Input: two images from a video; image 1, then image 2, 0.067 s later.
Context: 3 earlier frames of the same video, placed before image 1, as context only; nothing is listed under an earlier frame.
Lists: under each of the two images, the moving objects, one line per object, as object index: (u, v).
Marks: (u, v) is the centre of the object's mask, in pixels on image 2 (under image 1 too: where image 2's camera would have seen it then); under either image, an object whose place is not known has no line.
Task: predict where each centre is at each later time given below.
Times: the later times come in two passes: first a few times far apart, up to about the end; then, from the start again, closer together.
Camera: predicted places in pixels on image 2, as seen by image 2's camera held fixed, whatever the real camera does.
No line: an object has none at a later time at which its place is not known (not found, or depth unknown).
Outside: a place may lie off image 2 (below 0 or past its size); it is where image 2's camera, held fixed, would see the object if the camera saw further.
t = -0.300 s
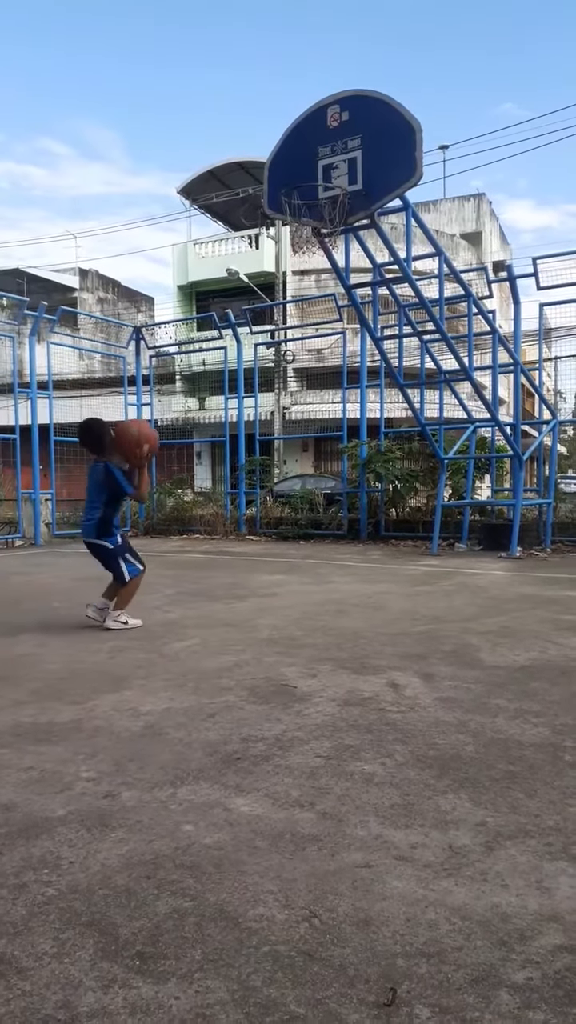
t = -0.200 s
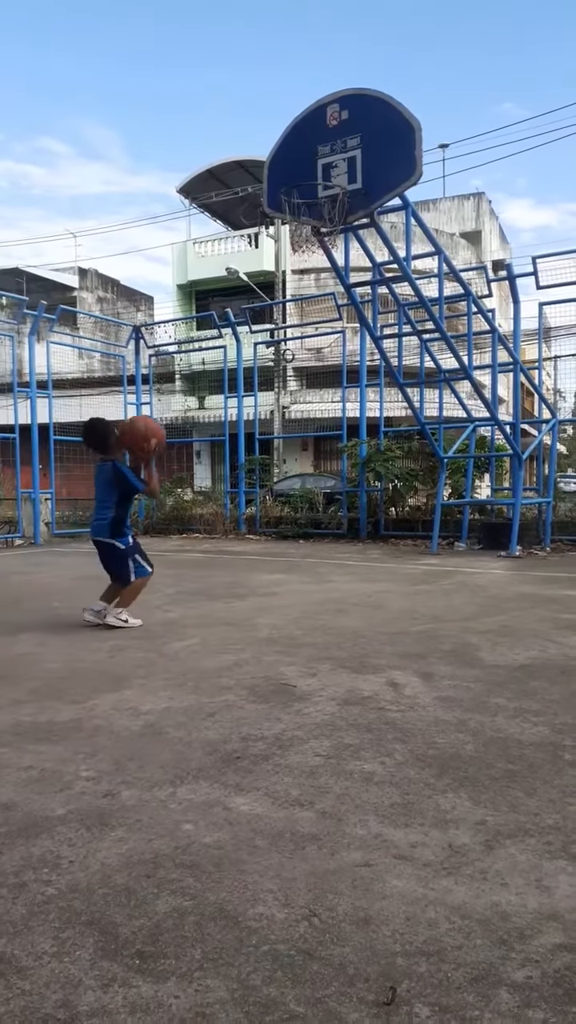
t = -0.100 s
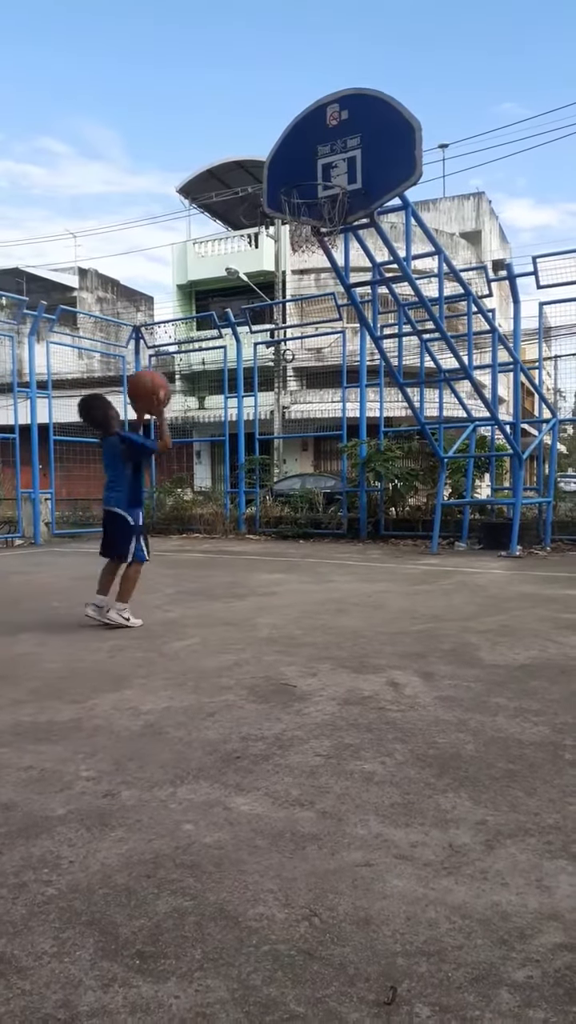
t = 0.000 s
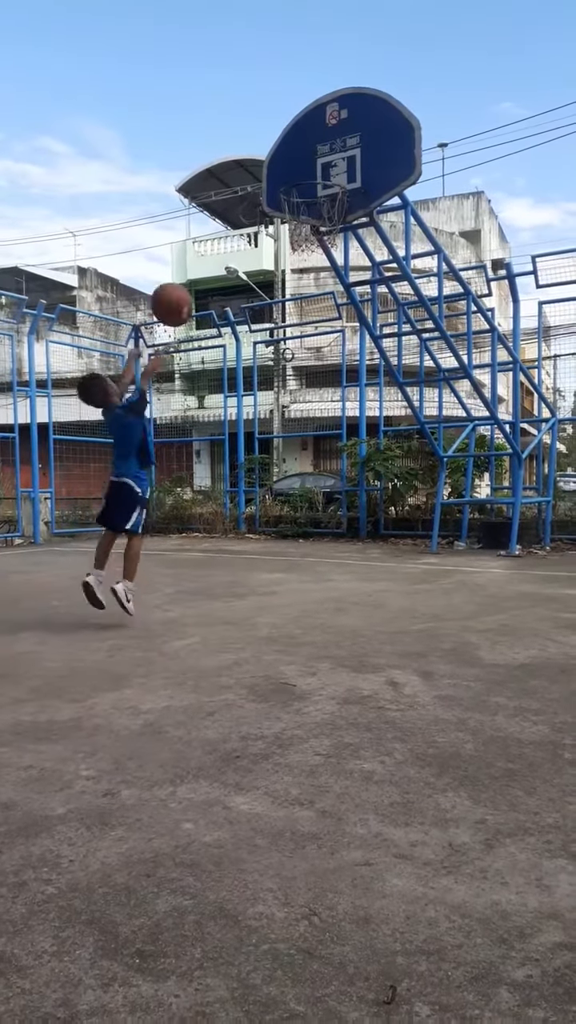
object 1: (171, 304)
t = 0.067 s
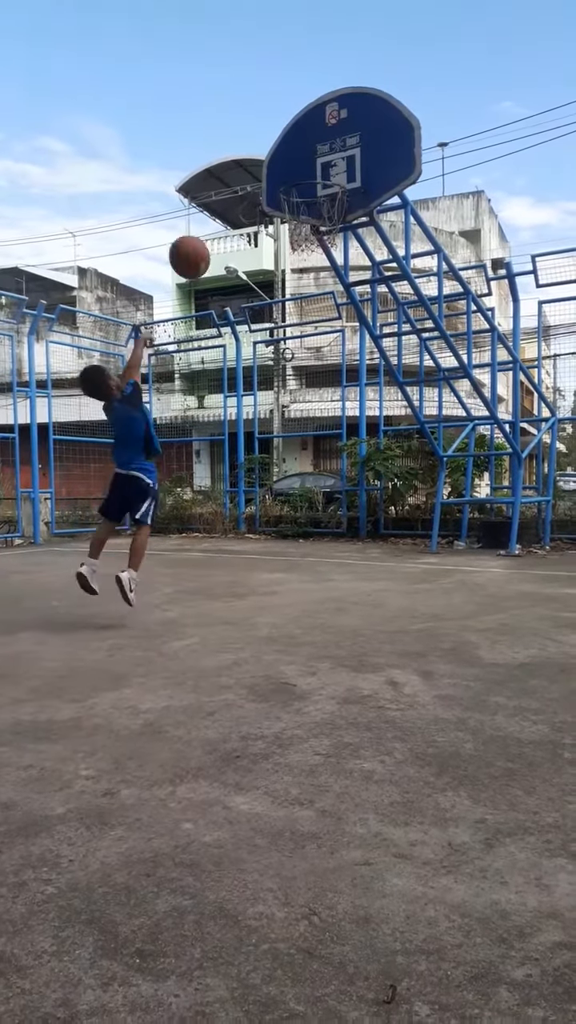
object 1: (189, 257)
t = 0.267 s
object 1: (238, 170)
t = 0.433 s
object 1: (271, 152)
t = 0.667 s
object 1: (313, 191)
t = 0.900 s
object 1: (325, 270)
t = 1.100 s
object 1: (329, 374)
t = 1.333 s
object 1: (332, 551)
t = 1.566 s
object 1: (326, 428)
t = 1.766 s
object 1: (318, 341)
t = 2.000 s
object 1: (311, 305)
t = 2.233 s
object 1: (304, 348)
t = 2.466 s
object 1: (299, 472)
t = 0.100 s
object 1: (197, 237)
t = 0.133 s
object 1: (206, 219)
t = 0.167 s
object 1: (214, 204)
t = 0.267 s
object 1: (238, 170)
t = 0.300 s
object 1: (244, 164)
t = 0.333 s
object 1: (251, 159)
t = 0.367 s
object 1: (257, 155)
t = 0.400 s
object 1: (264, 153)
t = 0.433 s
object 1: (271, 152)
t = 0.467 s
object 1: (277, 153)
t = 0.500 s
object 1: (284, 156)
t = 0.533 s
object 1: (291, 160)
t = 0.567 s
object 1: (296, 166)
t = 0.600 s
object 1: (302, 171)
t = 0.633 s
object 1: (307, 183)
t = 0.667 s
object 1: (313, 191)
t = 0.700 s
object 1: (319, 201)
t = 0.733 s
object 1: (321, 214)
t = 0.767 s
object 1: (324, 227)
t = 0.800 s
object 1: (324, 236)
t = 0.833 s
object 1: (325, 245)
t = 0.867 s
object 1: (325, 257)
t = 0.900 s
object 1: (325, 270)
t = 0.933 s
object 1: (326, 285)
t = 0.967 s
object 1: (327, 299)
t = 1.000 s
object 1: (326, 317)
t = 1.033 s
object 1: (327, 334)
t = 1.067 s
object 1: (327, 354)
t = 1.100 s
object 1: (329, 374)
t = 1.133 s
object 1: (328, 396)
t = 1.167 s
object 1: (330, 419)
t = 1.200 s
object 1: (331, 442)
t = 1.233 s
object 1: (331, 468)
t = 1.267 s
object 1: (331, 494)
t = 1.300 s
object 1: (332, 521)
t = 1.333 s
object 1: (332, 551)
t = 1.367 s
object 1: (331, 560)
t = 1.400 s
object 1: (331, 534)
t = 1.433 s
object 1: (330, 512)
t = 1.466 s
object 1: (328, 489)
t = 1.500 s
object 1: (327, 467)
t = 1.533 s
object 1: (326, 447)
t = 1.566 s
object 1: (326, 428)
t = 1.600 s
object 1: (324, 411)
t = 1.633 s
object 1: (323, 394)
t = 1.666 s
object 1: (322, 379)
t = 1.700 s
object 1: (320, 363)
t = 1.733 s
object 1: (320, 352)
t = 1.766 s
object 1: (318, 341)
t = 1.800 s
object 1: (317, 332)
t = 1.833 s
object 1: (316, 324)
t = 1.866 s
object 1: (315, 317)
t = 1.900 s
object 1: (314, 312)
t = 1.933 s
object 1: (313, 308)
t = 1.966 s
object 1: (312, 306)
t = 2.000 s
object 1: (311, 305)
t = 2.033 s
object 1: (310, 306)
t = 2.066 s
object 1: (309, 309)
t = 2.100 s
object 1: (308, 313)
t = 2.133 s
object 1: (307, 320)
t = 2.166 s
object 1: (306, 328)
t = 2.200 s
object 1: (305, 337)
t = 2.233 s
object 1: (304, 348)
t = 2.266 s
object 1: (302, 360)
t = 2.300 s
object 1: (303, 374)
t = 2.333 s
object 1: (302, 391)
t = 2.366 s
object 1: (301, 409)
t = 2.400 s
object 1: (300, 428)
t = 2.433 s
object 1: (300, 450)
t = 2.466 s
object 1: (299, 472)
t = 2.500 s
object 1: (298, 497)
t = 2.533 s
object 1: (297, 524)
